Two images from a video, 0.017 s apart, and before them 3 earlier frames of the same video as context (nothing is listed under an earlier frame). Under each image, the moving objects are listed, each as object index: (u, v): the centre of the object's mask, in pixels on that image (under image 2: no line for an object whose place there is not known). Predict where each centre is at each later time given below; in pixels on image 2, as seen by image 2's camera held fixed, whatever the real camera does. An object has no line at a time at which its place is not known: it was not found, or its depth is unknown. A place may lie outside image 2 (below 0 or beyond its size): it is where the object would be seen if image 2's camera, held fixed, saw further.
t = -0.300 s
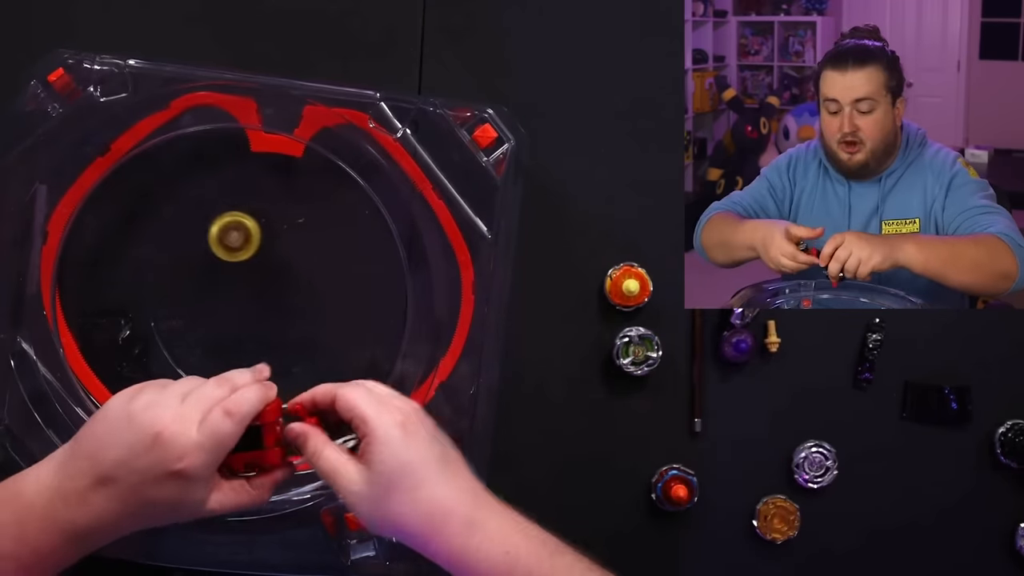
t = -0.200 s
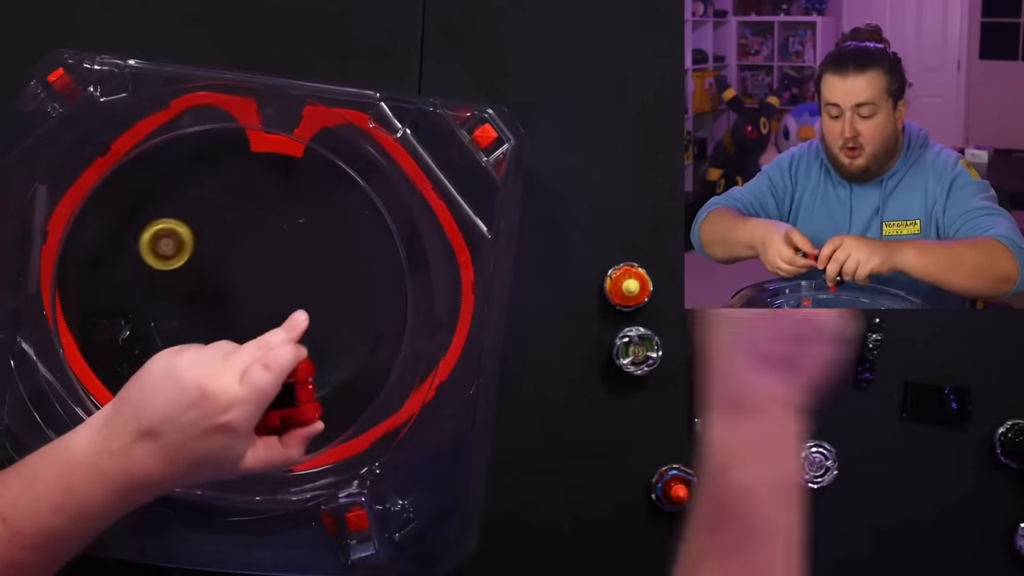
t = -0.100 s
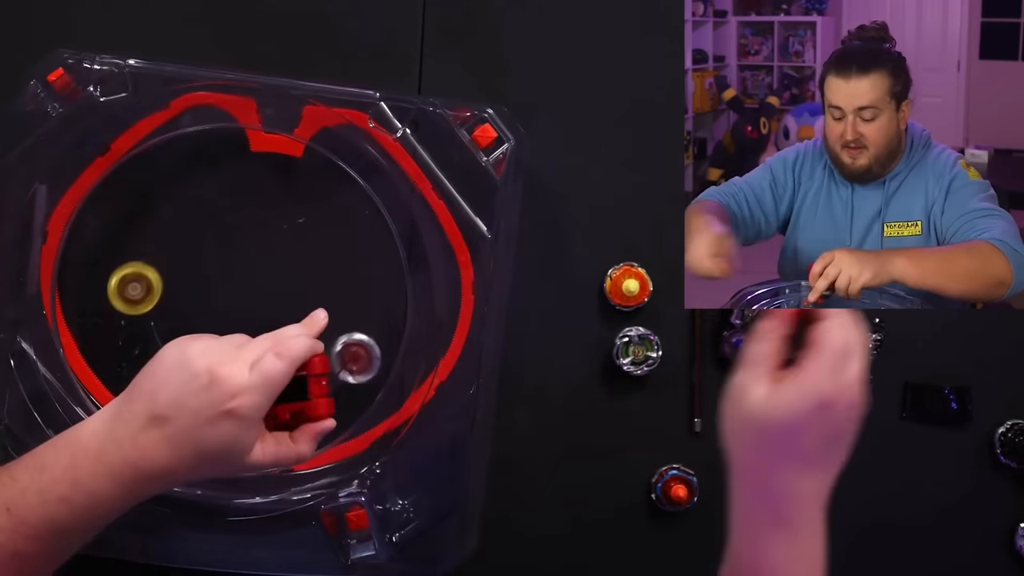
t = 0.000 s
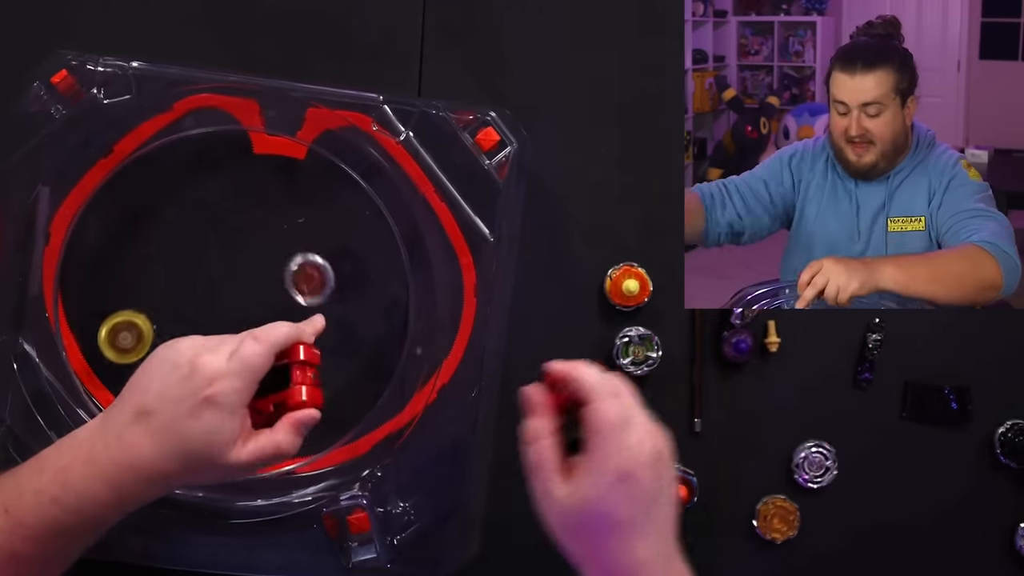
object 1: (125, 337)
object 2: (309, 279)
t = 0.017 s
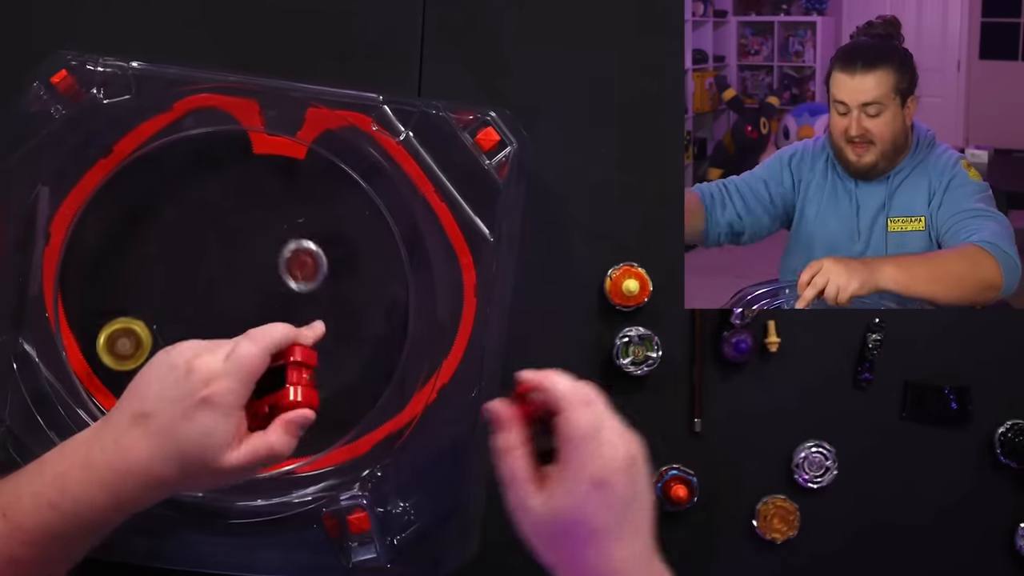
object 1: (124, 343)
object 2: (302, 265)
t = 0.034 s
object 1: (123, 350)
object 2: (296, 251)
